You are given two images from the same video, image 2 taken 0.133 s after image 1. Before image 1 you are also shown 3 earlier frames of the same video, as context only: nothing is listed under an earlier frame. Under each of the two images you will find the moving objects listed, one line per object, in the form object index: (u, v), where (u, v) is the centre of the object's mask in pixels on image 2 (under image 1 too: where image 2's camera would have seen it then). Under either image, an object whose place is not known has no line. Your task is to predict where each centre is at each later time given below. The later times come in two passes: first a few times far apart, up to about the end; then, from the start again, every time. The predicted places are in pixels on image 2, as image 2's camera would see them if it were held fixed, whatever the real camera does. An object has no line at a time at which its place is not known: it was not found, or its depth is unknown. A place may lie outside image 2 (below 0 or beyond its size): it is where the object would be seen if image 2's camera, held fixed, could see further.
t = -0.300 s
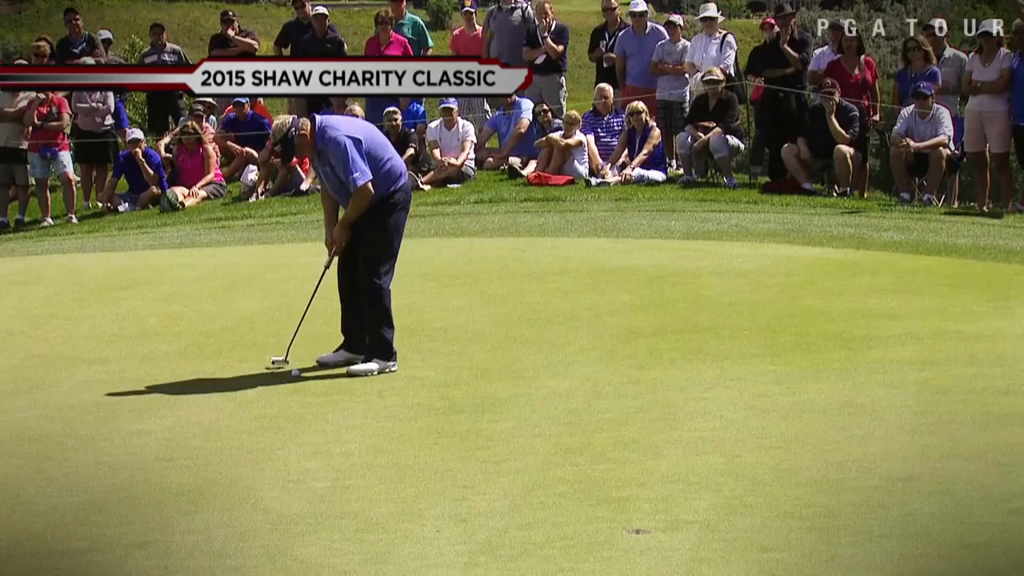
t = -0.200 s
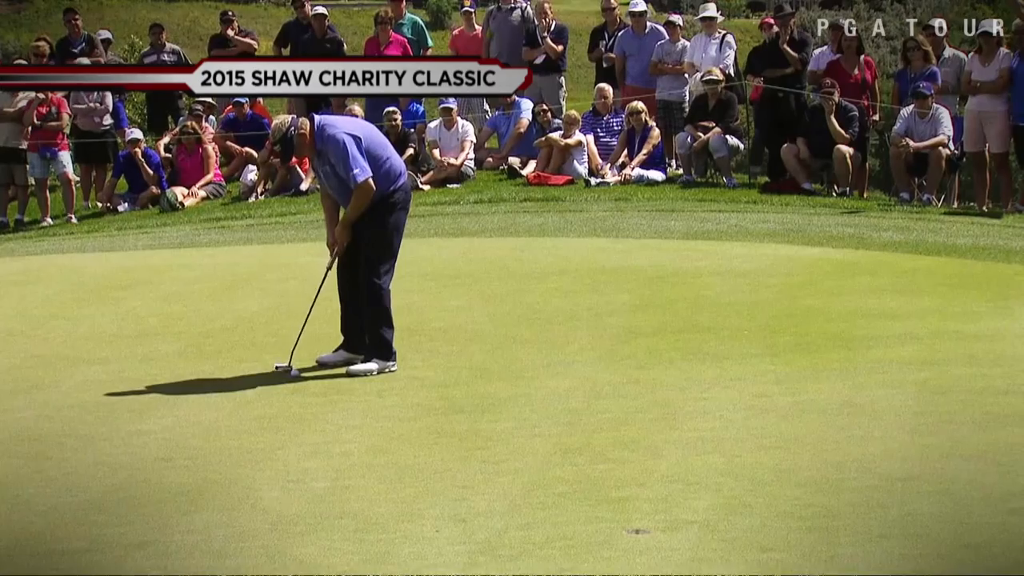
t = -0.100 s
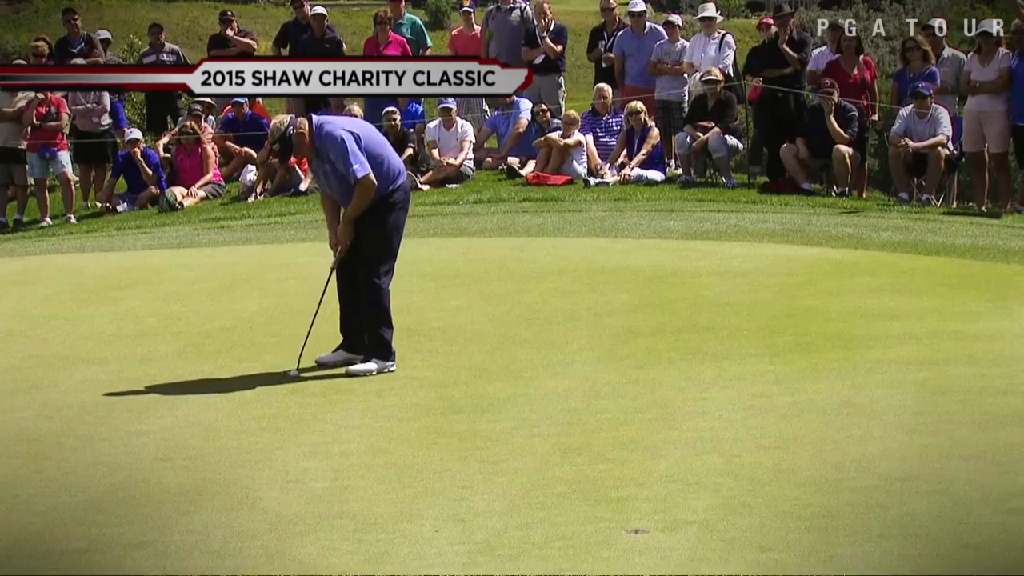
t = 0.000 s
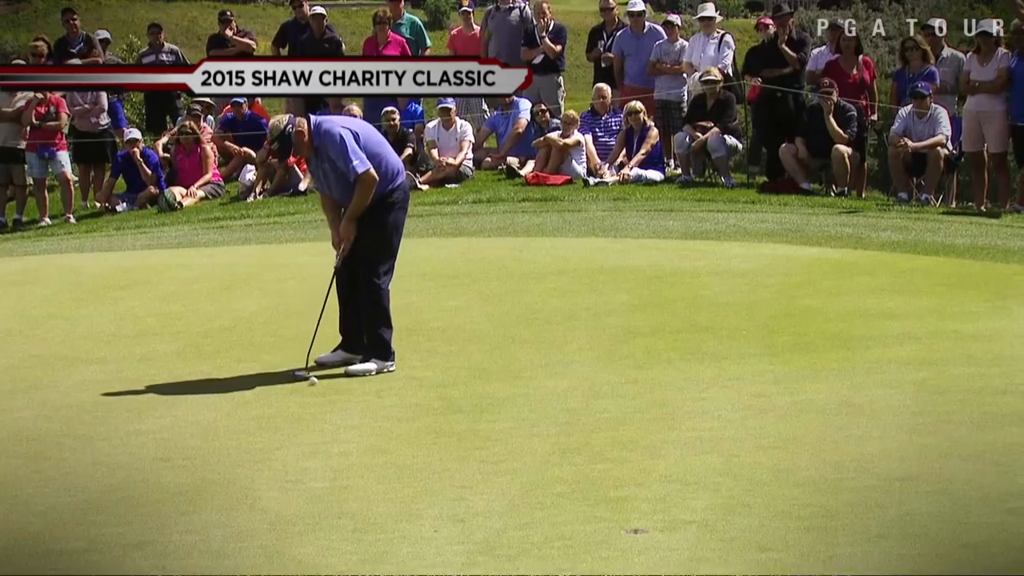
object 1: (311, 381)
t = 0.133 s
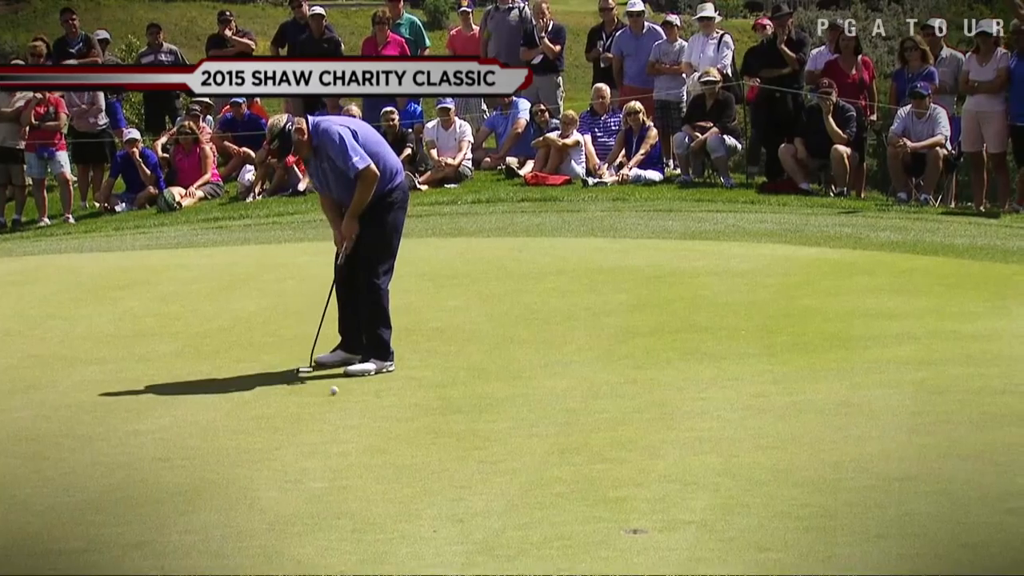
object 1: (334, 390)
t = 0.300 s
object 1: (357, 399)
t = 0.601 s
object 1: (400, 416)
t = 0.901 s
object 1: (442, 433)
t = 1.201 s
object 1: (480, 450)
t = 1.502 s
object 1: (515, 467)
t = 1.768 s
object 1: (544, 480)
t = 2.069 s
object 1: (576, 493)
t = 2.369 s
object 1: (602, 505)
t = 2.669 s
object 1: (623, 516)
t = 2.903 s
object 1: (636, 522)
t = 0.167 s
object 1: (338, 392)
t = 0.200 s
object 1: (343, 394)
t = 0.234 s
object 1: (348, 396)
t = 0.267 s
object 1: (352, 397)
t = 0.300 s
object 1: (357, 399)
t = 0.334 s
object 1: (362, 401)
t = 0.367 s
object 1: (367, 403)
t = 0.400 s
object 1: (371, 405)
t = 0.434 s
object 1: (376, 406)
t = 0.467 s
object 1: (381, 408)
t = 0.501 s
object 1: (385, 410)
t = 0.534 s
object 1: (390, 413)
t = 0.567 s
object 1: (395, 414)
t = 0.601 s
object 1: (400, 416)
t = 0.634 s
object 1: (405, 418)
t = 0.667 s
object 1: (409, 420)
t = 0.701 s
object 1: (414, 422)
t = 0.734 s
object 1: (419, 424)
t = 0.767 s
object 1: (423, 425)
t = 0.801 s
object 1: (429, 427)
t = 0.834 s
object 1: (433, 429)
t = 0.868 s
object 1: (437, 431)
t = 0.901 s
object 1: (442, 433)
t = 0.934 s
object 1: (446, 435)
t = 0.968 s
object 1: (450, 437)
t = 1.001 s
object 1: (455, 439)
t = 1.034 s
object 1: (459, 441)
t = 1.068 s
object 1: (464, 443)
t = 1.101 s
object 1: (468, 445)
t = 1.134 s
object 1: (472, 446)
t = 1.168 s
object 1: (476, 448)
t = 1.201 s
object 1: (480, 450)
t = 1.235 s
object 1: (485, 452)
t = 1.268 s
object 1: (489, 454)
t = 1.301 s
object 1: (492, 456)
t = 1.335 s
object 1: (496, 458)
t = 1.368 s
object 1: (500, 459)
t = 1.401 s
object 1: (504, 461)
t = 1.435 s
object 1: (508, 463)
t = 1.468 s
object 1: (511, 465)
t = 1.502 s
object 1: (515, 467)
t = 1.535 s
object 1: (519, 468)
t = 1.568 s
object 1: (523, 470)
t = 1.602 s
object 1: (526, 471)
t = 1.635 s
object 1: (530, 473)
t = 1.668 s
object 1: (533, 475)
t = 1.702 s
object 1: (537, 477)
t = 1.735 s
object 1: (541, 478)
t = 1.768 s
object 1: (544, 480)
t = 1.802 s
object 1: (548, 481)
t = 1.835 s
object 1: (551, 483)
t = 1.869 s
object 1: (555, 484)
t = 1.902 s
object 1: (558, 486)
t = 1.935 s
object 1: (562, 487)
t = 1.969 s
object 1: (565, 489)
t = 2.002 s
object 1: (568, 490)
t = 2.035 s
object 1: (572, 492)
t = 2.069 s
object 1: (576, 493)
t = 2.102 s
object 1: (579, 495)
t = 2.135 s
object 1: (582, 496)
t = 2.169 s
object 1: (585, 498)
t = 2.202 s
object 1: (588, 499)
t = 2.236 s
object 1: (591, 500)
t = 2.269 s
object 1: (594, 501)
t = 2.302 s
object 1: (597, 503)
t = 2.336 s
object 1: (600, 504)
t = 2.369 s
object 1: (602, 505)
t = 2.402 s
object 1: (605, 507)
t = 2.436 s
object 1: (608, 508)
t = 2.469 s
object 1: (610, 509)
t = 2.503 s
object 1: (612, 510)
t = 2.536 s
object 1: (614, 511)
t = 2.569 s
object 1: (616, 512)
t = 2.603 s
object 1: (618, 513)
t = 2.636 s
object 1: (621, 514)
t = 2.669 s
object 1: (623, 516)
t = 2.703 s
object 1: (625, 517)
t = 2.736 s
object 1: (627, 518)
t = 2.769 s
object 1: (629, 519)
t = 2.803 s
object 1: (631, 519)
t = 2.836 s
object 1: (632, 520)
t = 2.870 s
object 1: (634, 521)
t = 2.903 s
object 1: (636, 522)
